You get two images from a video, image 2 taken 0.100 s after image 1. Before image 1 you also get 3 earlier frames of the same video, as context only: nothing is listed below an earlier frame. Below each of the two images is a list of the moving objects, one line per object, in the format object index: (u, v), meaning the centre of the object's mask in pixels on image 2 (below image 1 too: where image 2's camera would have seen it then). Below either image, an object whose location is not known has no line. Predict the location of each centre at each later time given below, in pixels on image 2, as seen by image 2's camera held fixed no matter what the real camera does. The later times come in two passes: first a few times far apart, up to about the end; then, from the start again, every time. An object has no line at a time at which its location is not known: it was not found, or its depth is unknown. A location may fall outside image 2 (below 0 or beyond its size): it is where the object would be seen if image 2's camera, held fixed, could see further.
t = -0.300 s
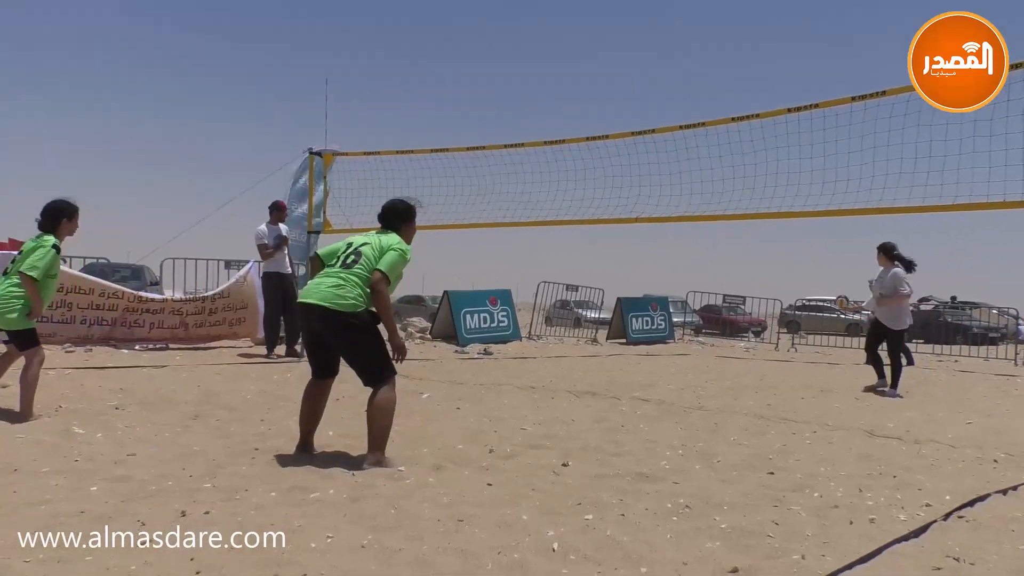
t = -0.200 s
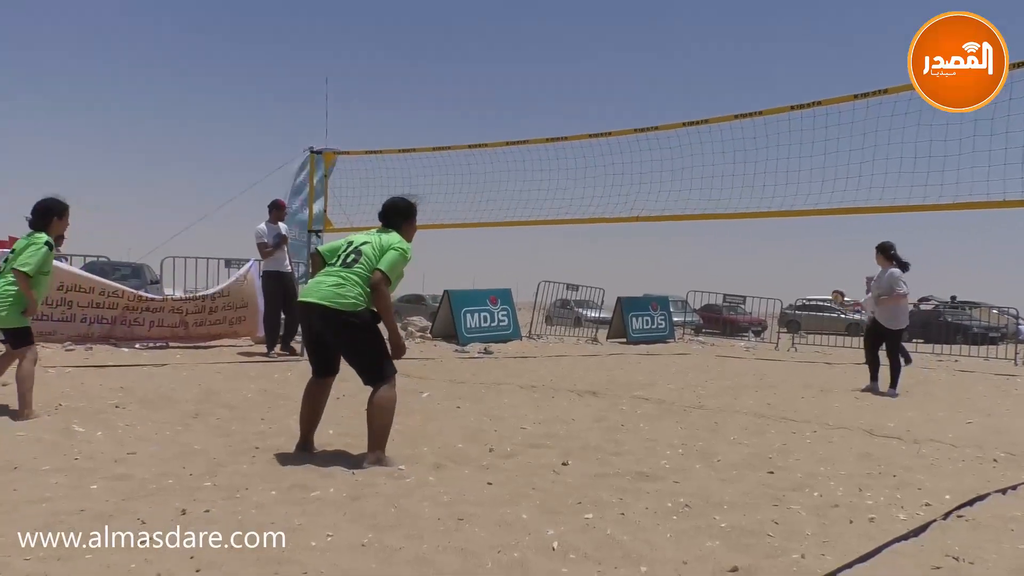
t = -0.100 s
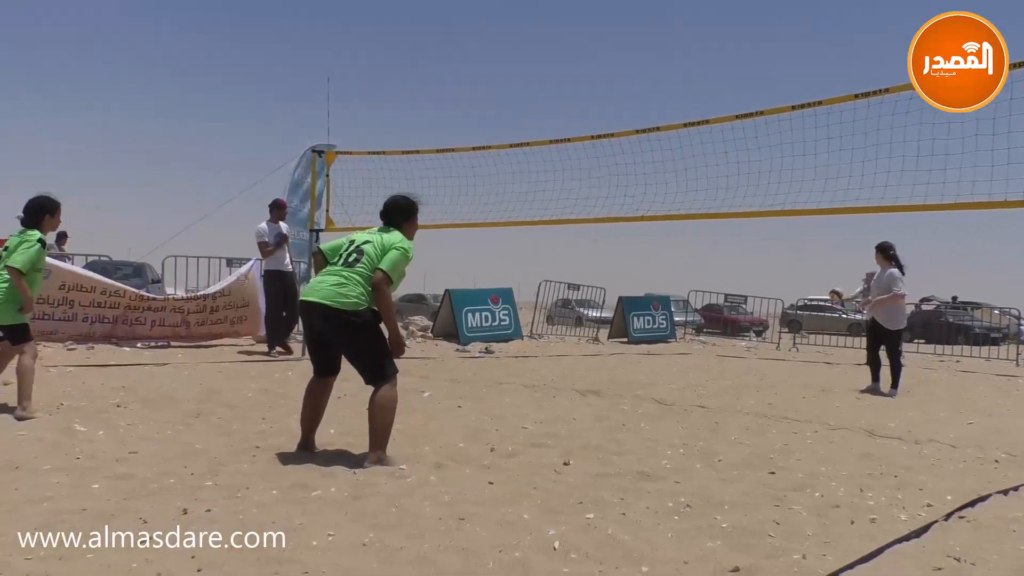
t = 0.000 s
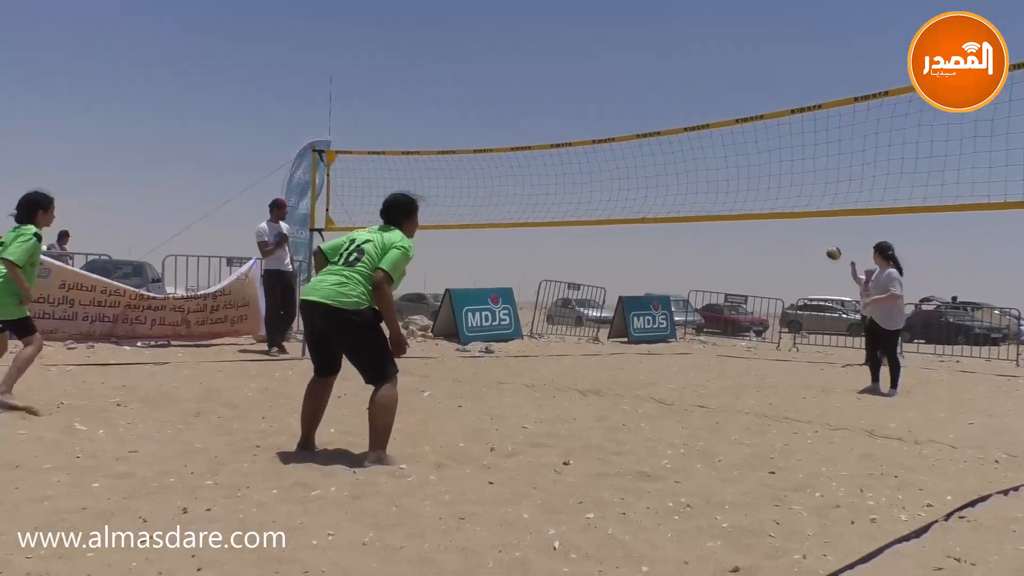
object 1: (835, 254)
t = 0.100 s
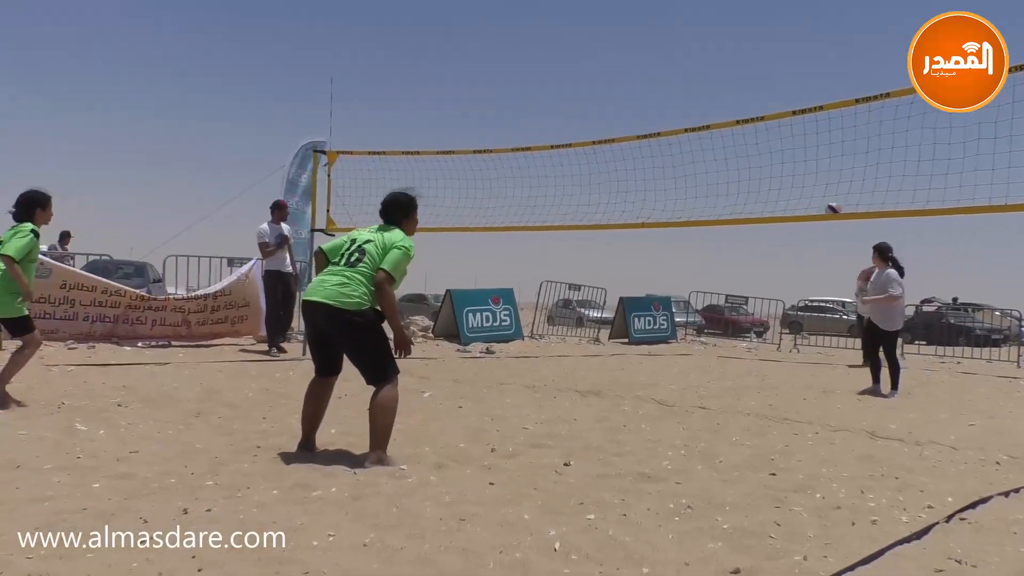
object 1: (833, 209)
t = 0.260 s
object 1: (830, 148)
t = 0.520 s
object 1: (817, 83)
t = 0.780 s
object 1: (791, 94)
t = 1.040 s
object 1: (756, 192)
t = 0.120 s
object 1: (833, 202)
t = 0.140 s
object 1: (832, 193)
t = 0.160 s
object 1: (832, 186)
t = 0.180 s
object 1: (832, 178)
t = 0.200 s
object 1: (831, 170)
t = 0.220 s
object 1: (830, 163)
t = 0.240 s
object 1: (830, 156)
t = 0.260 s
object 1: (830, 148)
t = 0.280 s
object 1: (829, 141)
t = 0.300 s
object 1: (828, 135)
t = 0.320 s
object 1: (827, 129)
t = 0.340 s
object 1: (827, 122)
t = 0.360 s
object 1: (826, 118)
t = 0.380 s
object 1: (824, 115)
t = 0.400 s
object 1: (824, 108)
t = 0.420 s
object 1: (823, 102)
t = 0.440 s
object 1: (822, 97)
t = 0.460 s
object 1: (821, 94)
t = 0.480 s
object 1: (820, 90)
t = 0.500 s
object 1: (818, 87)
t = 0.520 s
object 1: (817, 83)
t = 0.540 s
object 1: (814, 82)
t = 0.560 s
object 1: (813, 79)
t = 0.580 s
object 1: (811, 78)
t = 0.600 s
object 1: (808, 77)
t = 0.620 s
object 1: (806, 77)
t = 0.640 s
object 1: (805, 76)
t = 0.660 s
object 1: (803, 77)
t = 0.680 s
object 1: (801, 79)
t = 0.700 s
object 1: (799, 80)
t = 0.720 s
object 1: (797, 83)
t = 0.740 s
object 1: (795, 86)
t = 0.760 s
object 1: (792, 91)
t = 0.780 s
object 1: (791, 94)
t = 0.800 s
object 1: (788, 97)
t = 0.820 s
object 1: (786, 105)
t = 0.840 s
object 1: (784, 110)
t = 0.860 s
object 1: (781, 113)
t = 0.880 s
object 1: (778, 118)
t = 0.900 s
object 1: (776, 124)
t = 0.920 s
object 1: (773, 131)
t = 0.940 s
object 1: (770, 138)
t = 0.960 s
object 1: (768, 147)
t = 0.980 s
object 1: (765, 157)
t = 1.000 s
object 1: (762, 167)
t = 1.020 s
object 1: (759, 178)
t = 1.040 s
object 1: (756, 192)
